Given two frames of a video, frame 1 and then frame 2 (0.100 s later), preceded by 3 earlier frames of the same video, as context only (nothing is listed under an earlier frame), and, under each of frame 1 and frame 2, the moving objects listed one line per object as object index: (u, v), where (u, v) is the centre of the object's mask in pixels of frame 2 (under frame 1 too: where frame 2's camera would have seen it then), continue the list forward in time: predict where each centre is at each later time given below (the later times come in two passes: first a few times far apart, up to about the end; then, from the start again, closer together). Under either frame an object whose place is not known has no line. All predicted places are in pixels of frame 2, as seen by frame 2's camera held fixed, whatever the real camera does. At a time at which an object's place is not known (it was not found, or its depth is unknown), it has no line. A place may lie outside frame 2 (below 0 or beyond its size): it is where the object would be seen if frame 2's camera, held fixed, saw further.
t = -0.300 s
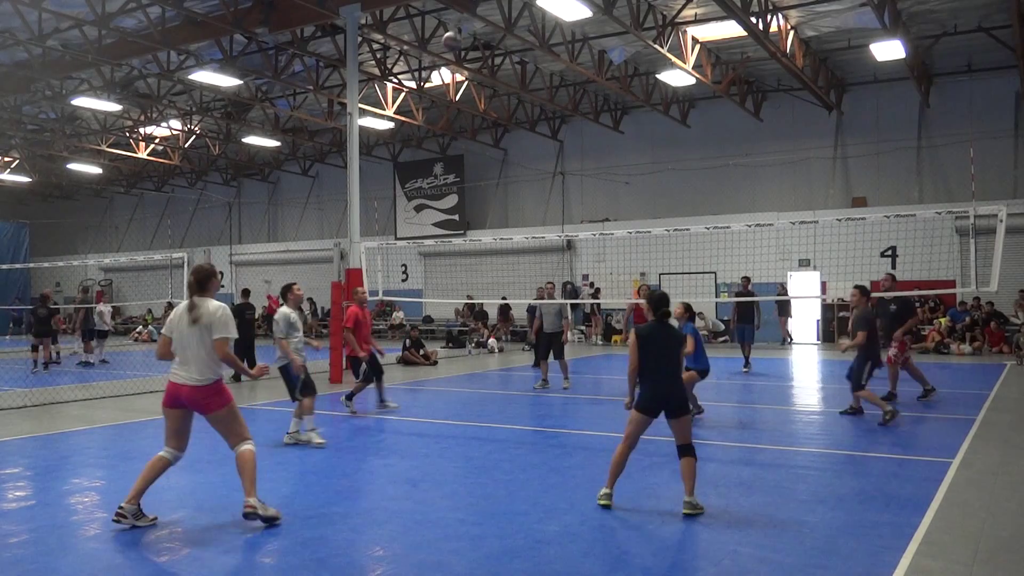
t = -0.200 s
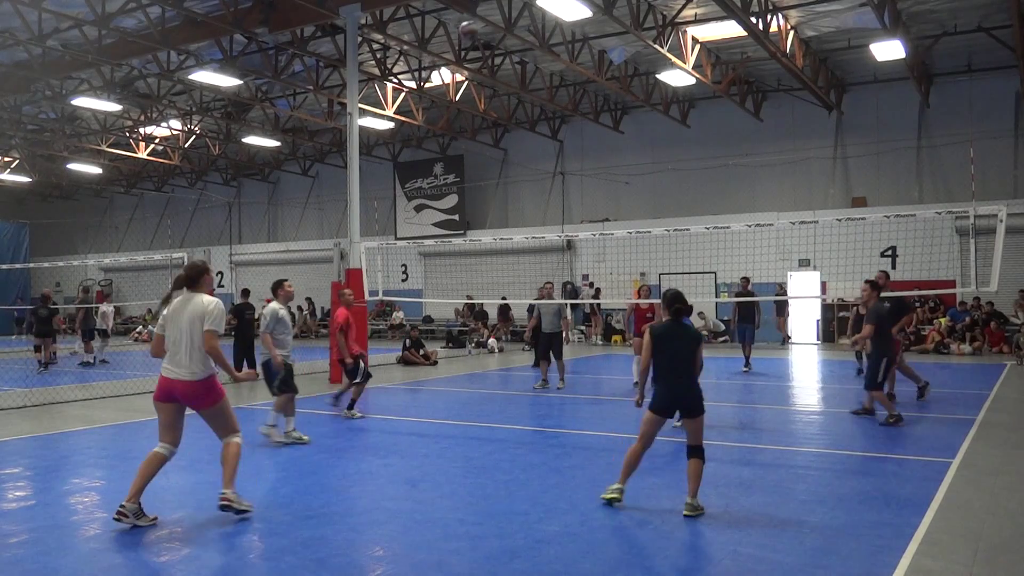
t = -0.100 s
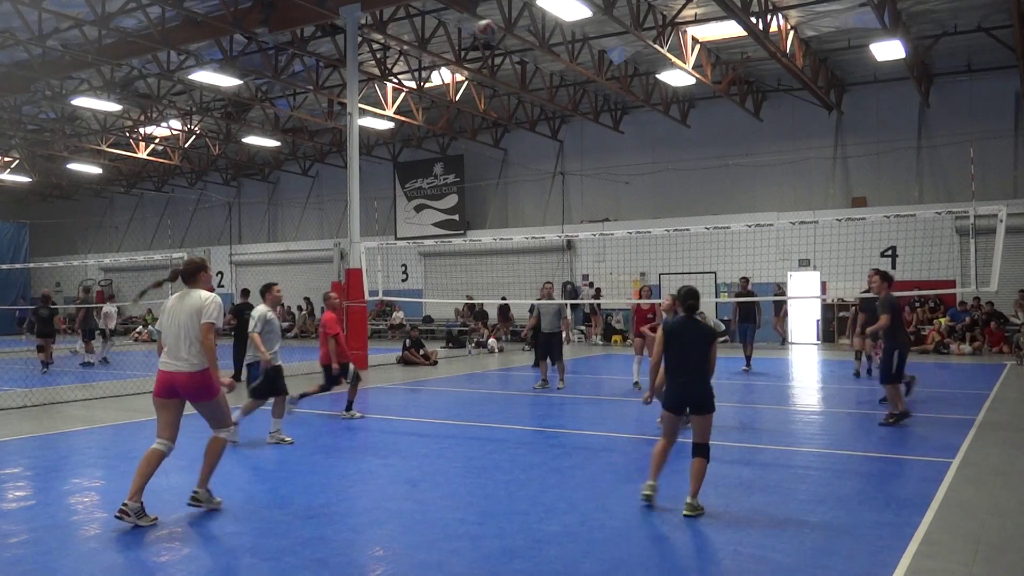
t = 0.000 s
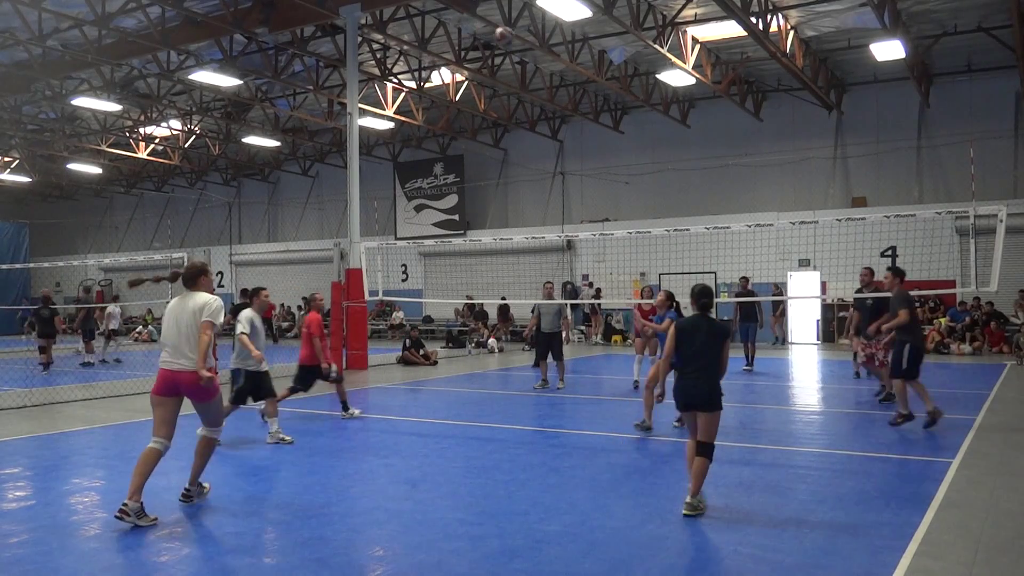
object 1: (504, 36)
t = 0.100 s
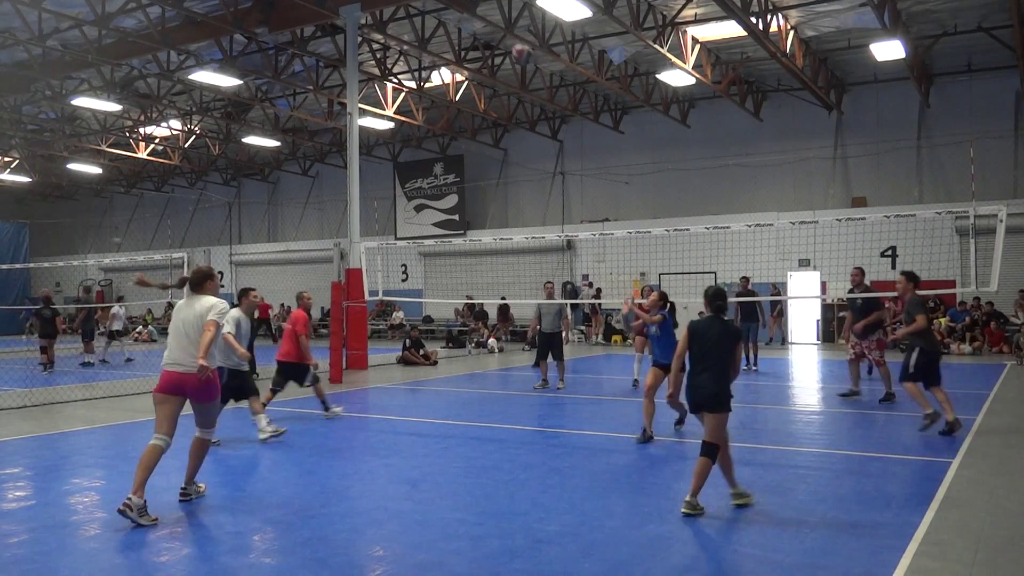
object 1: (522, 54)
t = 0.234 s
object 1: (546, 90)
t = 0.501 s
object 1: (597, 217)
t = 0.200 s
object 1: (540, 80)
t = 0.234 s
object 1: (546, 90)
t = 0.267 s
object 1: (553, 103)
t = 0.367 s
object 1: (572, 145)
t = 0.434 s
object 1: (584, 179)
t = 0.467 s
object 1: (591, 197)
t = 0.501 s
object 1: (597, 217)
